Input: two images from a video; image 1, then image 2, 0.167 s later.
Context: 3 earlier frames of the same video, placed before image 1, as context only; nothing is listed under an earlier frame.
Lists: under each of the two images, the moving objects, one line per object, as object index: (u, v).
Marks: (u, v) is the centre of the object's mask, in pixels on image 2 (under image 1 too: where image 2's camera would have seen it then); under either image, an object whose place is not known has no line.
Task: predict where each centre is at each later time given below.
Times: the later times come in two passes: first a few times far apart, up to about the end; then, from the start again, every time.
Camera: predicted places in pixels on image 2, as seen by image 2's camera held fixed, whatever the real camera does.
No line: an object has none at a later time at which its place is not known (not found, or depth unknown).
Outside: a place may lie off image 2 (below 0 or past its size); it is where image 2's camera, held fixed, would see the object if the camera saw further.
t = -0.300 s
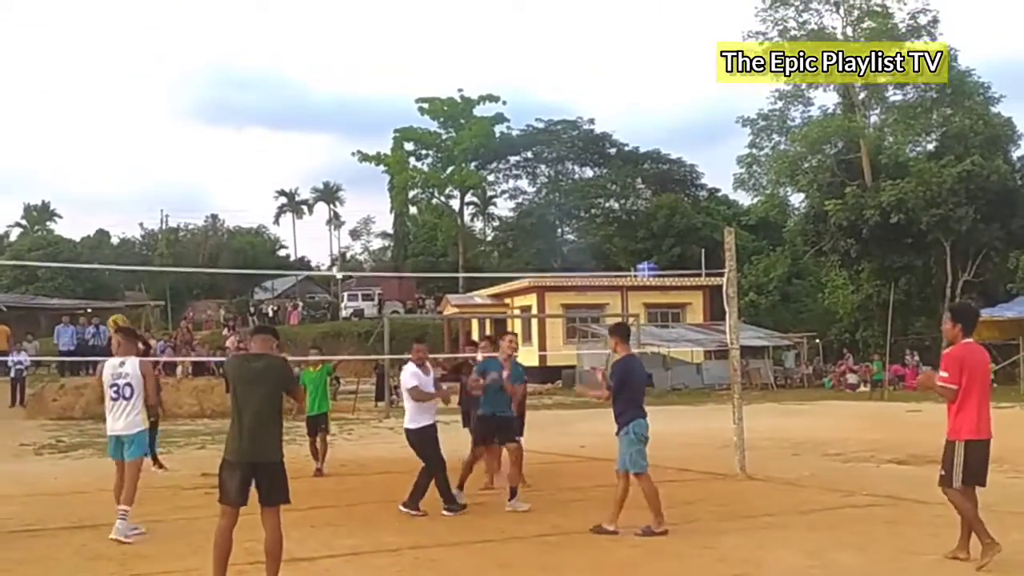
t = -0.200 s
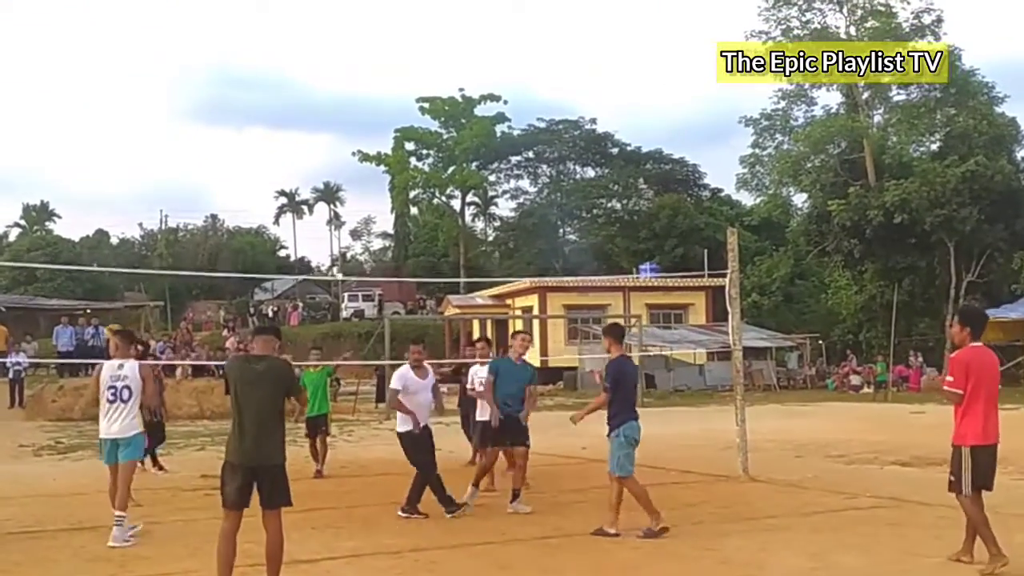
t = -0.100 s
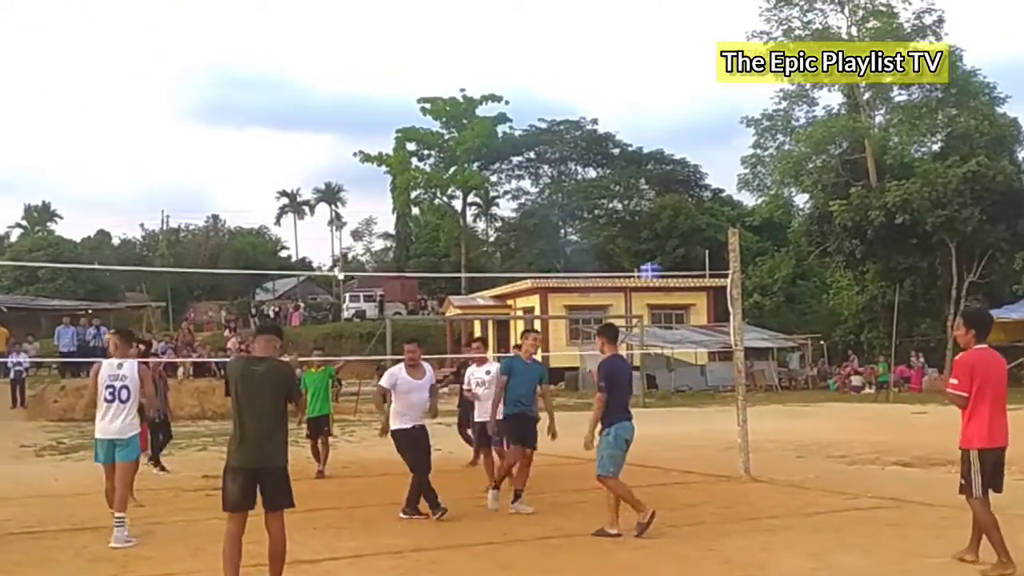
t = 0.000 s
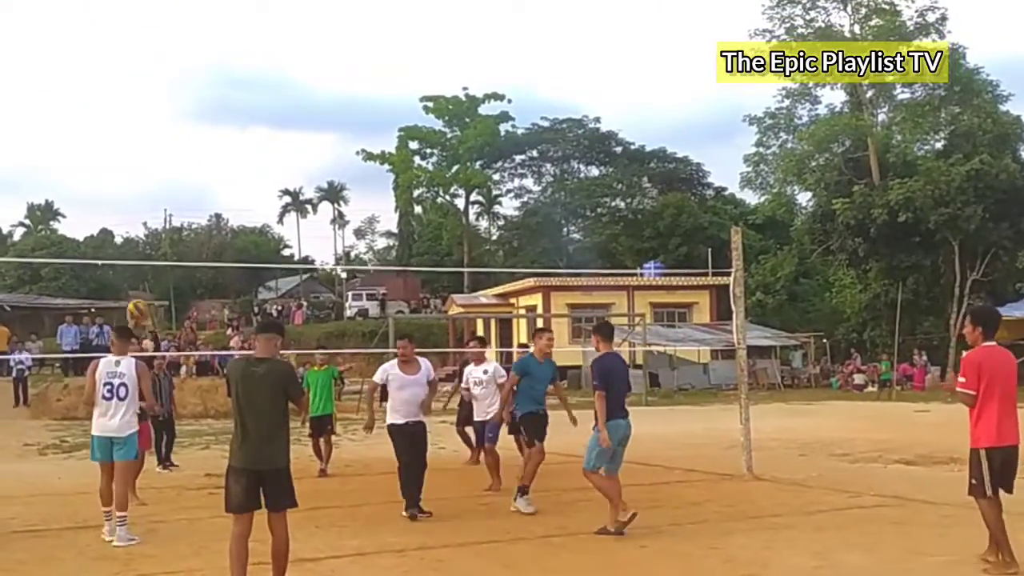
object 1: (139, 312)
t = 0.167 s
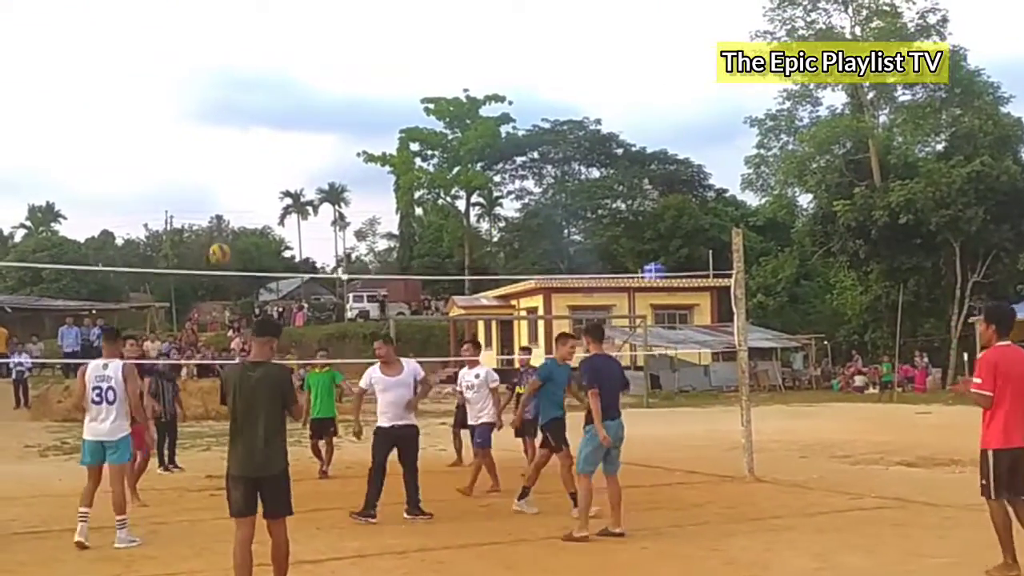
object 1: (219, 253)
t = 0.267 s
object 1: (273, 231)
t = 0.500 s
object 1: (407, 218)
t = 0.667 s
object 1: (517, 243)
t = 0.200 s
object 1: (237, 244)
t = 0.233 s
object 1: (254, 237)
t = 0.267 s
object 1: (273, 231)
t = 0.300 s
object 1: (290, 226)
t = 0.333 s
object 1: (309, 221)
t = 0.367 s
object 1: (328, 218)
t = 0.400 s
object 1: (347, 217)
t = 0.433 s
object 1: (367, 216)
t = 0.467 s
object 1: (387, 216)
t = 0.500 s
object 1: (407, 218)
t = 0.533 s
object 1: (428, 219)
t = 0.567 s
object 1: (448, 223)
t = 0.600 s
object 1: (470, 229)
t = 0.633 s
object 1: (493, 235)
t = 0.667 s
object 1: (517, 243)
